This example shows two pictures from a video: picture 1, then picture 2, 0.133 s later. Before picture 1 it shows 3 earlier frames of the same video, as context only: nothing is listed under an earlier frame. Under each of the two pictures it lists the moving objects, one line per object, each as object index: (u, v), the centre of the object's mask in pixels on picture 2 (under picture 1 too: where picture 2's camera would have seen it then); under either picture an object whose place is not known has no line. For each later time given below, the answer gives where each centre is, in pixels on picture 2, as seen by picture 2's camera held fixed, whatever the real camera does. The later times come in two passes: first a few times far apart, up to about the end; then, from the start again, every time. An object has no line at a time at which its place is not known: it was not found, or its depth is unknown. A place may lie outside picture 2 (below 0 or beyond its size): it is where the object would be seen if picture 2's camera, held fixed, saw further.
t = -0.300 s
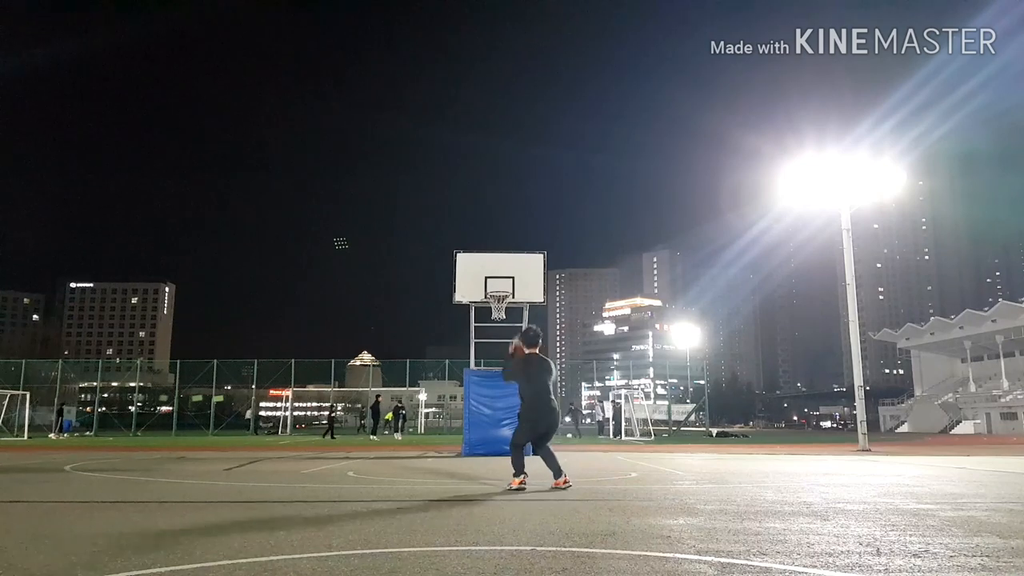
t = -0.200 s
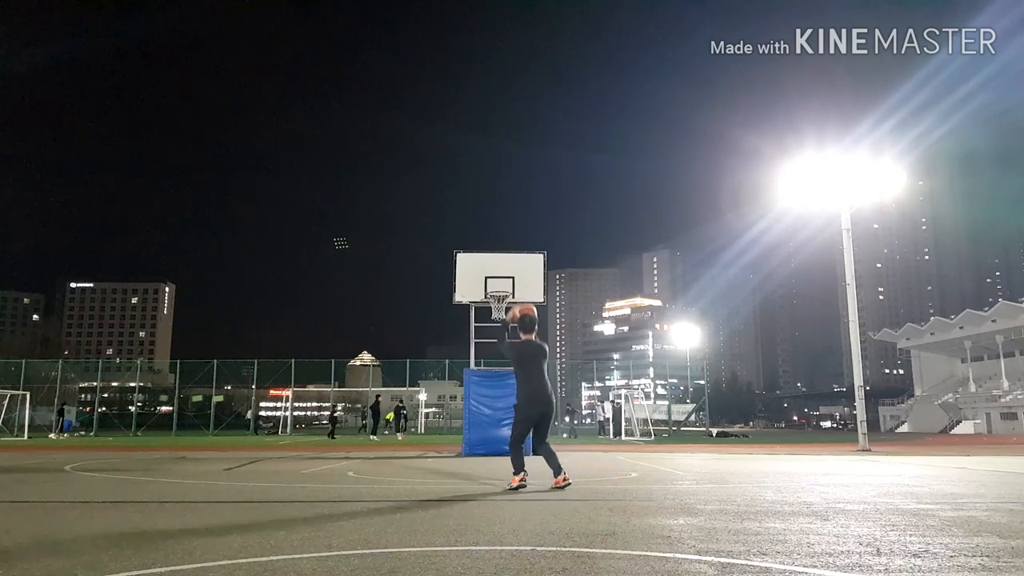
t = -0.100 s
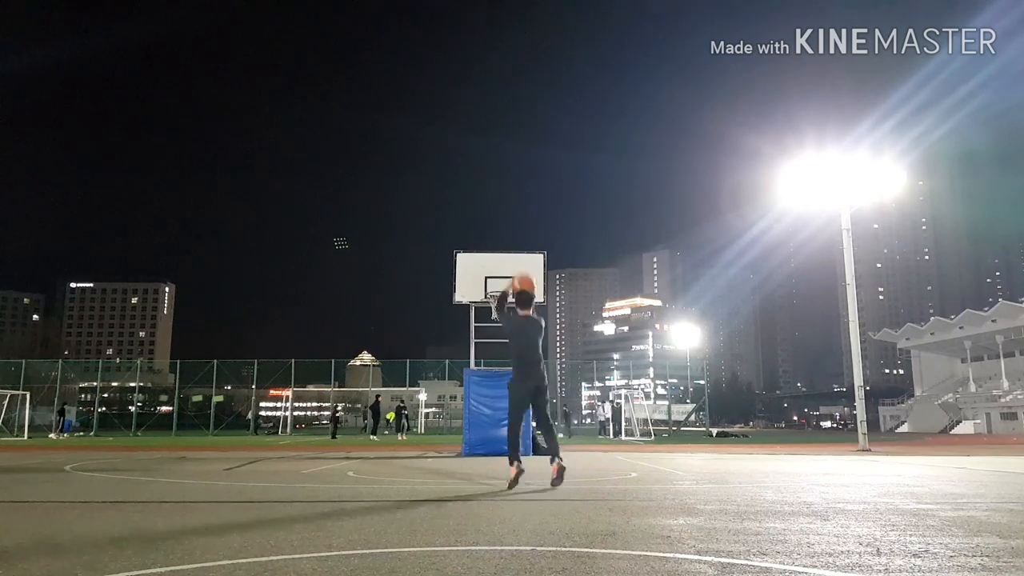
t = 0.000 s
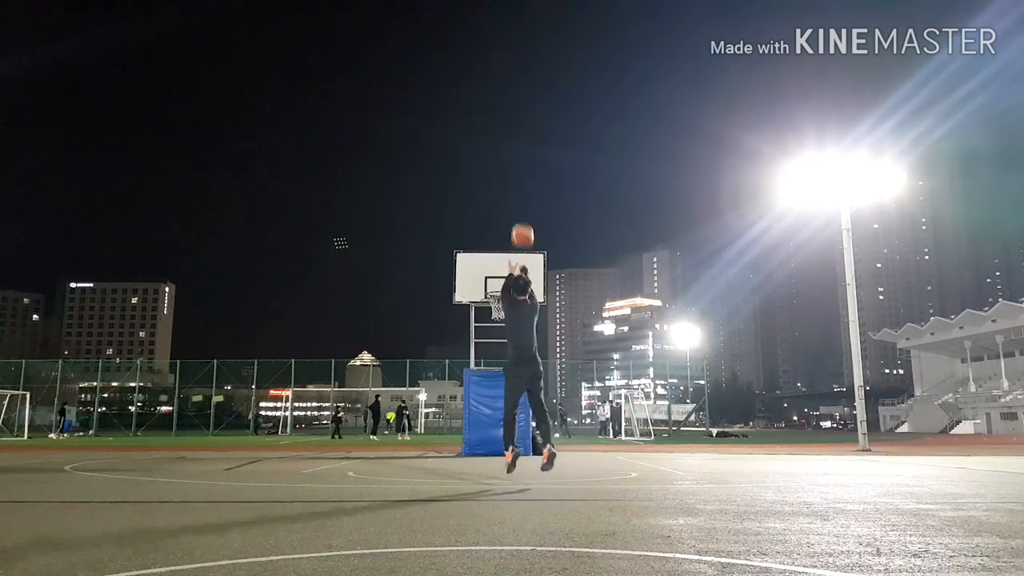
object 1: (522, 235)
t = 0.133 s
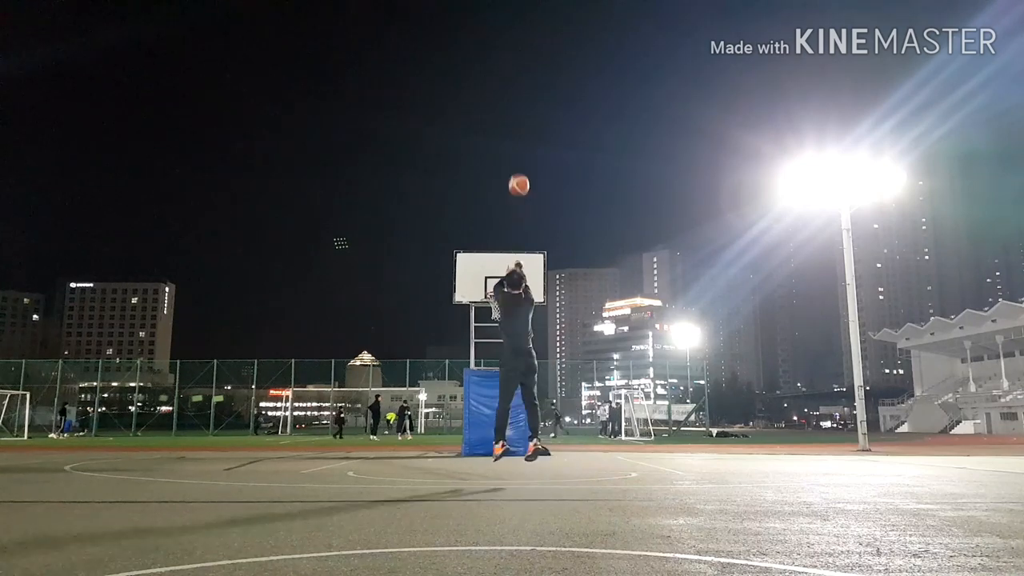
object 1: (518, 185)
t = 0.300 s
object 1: (515, 151)
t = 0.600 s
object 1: (508, 147)
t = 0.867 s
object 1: (504, 186)
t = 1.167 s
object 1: (498, 265)
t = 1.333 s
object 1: (497, 311)
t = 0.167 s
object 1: (518, 176)
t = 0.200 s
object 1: (517, 168)
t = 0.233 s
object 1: (516, 161)
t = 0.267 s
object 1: (515, 155)
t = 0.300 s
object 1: (515, 151)
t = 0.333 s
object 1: (514, 147)
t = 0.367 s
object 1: (513, 145)
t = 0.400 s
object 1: (512, 143)
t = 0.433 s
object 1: (512, 142)
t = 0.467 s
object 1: (511, 141)
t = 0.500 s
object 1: (510, 142)
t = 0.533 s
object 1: (509, 143)
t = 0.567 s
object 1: (509, 145)
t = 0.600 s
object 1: (508, 147)
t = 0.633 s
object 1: (508, 150)
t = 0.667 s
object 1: (507, 154)
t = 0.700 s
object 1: (506, 158)
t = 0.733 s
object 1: (506, 163)
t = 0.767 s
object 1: (505, 168)
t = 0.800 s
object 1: (505, 173)
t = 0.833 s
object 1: (504, 180)
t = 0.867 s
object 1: (504, 186)
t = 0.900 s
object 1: (503, 194)
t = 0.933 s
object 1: (503, 201)
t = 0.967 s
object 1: (502, 209)
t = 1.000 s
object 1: (501, 218)
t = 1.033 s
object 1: (501, 226)
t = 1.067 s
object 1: (500, 235)
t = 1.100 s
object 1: (500, 244)
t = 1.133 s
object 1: (499, 254)
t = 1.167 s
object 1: (498, 265)
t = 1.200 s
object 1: (498, 275)
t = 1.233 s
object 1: (497, 287)
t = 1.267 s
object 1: (496, 296)
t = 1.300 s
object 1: (497, 304)
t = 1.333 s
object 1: (497, 311)
